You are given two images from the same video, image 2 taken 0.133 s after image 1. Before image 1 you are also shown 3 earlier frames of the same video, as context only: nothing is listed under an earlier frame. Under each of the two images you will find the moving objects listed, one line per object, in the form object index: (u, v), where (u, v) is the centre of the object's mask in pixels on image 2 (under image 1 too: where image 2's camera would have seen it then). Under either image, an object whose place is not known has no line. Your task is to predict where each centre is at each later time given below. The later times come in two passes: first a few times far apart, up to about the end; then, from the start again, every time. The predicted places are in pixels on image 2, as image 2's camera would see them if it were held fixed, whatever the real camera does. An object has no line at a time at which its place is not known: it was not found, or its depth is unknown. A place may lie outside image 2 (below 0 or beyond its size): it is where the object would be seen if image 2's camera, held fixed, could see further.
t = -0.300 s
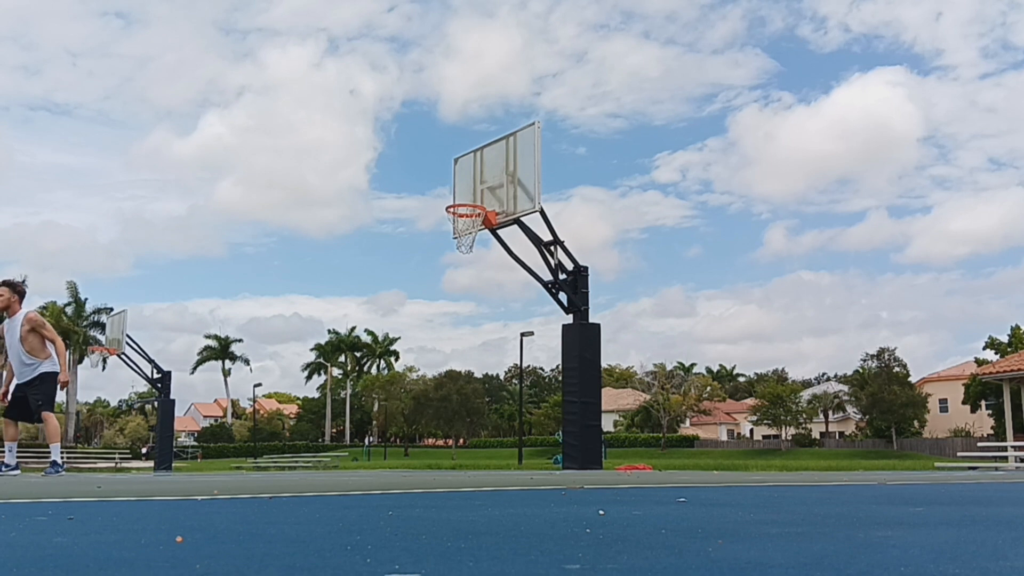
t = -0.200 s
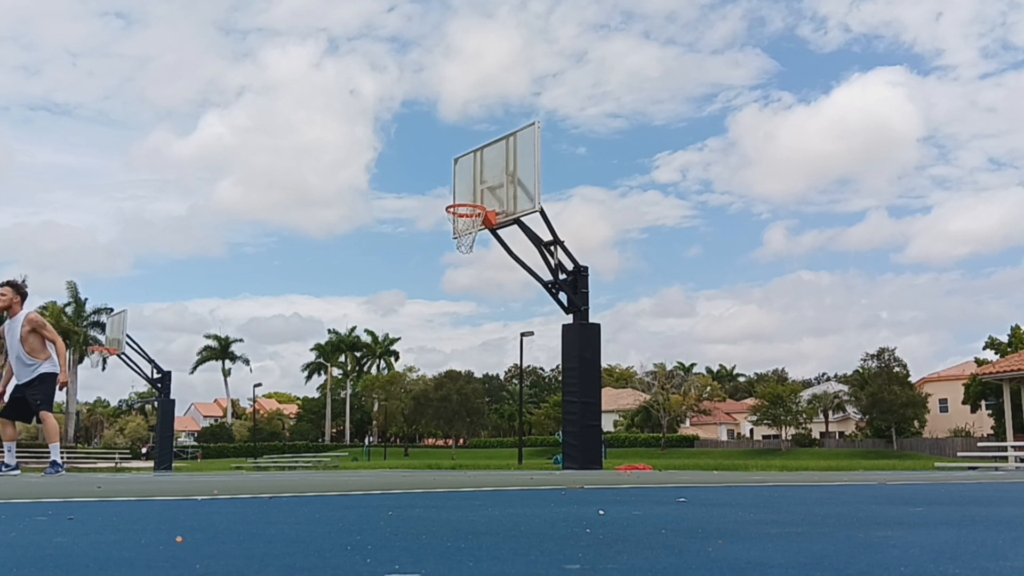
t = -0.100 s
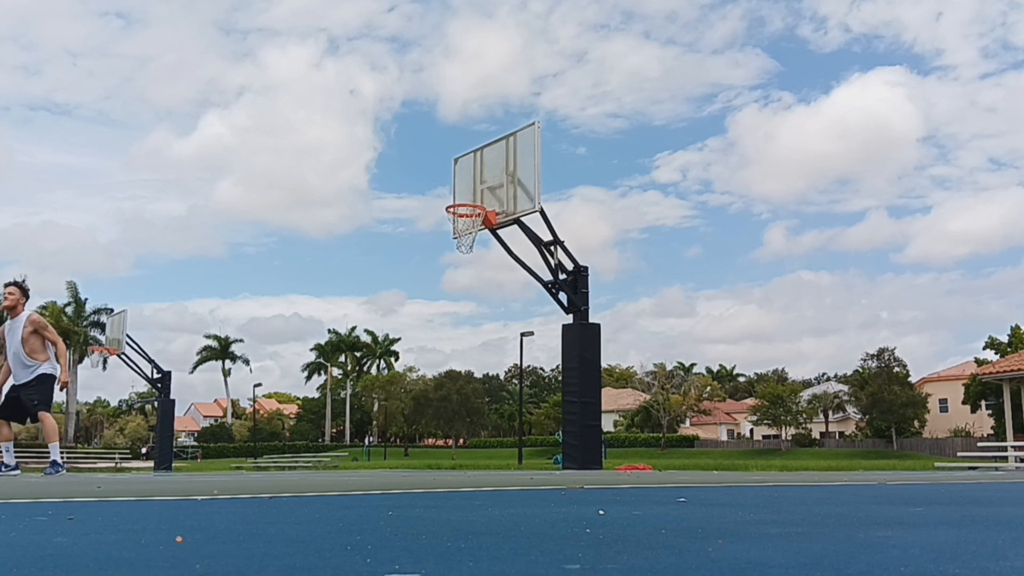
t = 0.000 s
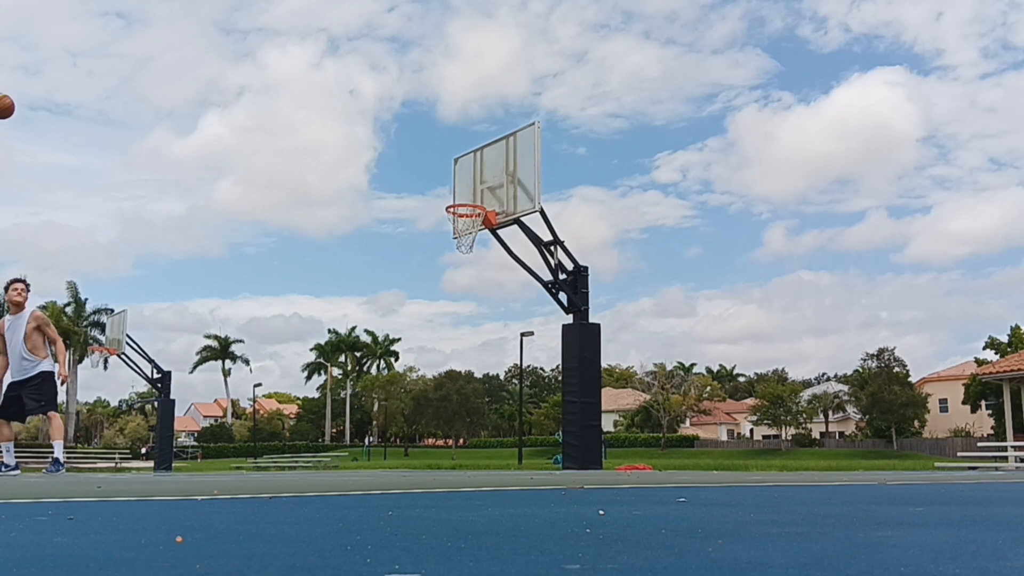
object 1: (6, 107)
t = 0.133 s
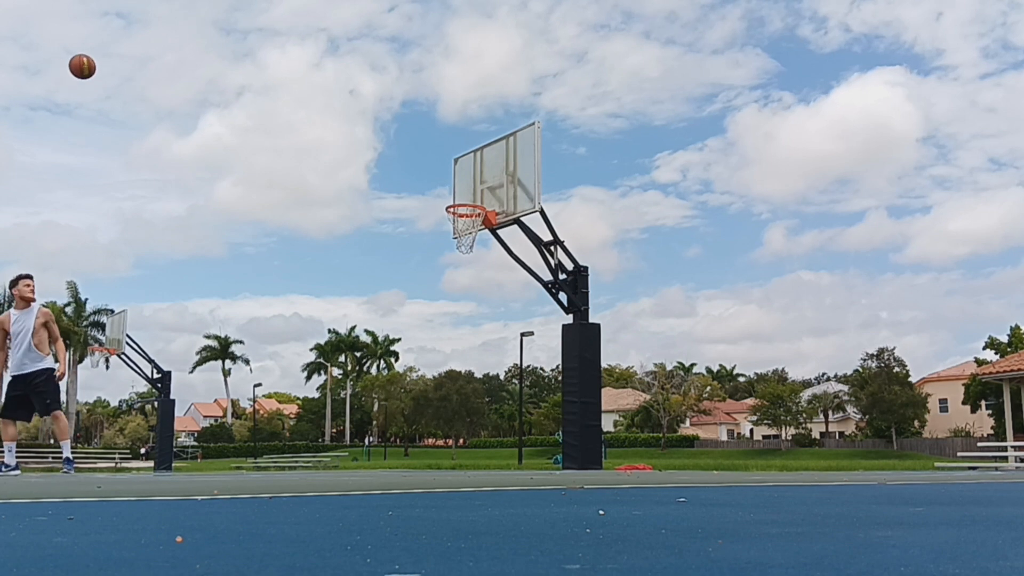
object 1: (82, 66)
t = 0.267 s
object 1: (155, 48)
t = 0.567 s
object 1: (296, 67)
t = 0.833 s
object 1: (398, 145)
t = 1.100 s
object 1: (439, 182)
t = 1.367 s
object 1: (425, 174)
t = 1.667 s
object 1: (410, 224)
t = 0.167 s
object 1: (101, 60)
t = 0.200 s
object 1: (120, 55)
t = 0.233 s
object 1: (138, 51)
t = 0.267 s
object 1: (155, 48)
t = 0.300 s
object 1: (172, 46)
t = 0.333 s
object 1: (189, 45)
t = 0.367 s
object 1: (205, 45)
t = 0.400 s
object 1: (222, 46)
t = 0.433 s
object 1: (237, 49)
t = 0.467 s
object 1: (252, 52)
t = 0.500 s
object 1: (267, 56)
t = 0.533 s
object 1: (281, 61)
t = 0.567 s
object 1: (296, 67)
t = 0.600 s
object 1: (310, 74)
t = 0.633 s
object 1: (323, 82)
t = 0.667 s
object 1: (336, 90)
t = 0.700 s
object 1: (349, 100)
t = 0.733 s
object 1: (362, 110)
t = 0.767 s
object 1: (375, 121)
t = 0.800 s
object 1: (386, 133)
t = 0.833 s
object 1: (398, 145)
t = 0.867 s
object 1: (410, 158)
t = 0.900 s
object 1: (422, 173)
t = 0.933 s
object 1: (433, 187)
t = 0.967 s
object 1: (443, 201)
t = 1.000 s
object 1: (444, 199)
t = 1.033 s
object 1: (443, 193)
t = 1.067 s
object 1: (441, 187)
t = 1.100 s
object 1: (439, 182)
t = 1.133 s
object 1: (437, 178)
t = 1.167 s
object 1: (436, 175)
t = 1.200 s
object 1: (434, 173)
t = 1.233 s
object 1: (432, 171)
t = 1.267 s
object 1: (431, 170)
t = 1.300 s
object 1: (429, 171)
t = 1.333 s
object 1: (427, 172)
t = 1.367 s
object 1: (425, 174)
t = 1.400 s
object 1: (424, 176)
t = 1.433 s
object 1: (422, 180)
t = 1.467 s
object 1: (420, 184)
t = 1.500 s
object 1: (419, 188)
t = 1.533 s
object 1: (417, 194)
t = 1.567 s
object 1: (415, 201)
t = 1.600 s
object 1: (414, 208)
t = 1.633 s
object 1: (412, 215)
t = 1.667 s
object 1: (410, 224)
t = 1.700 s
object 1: (409, 233)
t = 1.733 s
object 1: (407, 243)
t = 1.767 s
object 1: (405, 253)
